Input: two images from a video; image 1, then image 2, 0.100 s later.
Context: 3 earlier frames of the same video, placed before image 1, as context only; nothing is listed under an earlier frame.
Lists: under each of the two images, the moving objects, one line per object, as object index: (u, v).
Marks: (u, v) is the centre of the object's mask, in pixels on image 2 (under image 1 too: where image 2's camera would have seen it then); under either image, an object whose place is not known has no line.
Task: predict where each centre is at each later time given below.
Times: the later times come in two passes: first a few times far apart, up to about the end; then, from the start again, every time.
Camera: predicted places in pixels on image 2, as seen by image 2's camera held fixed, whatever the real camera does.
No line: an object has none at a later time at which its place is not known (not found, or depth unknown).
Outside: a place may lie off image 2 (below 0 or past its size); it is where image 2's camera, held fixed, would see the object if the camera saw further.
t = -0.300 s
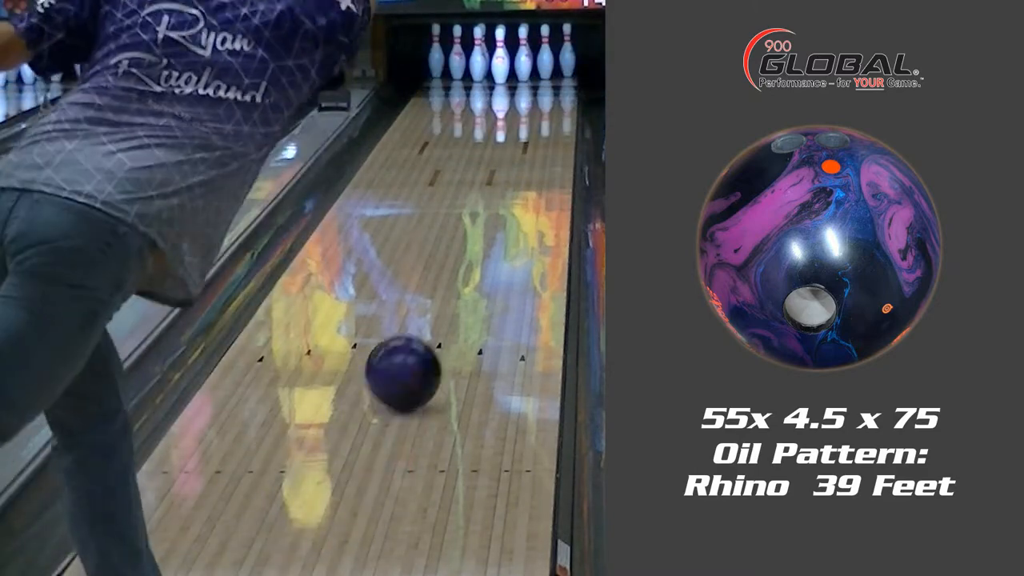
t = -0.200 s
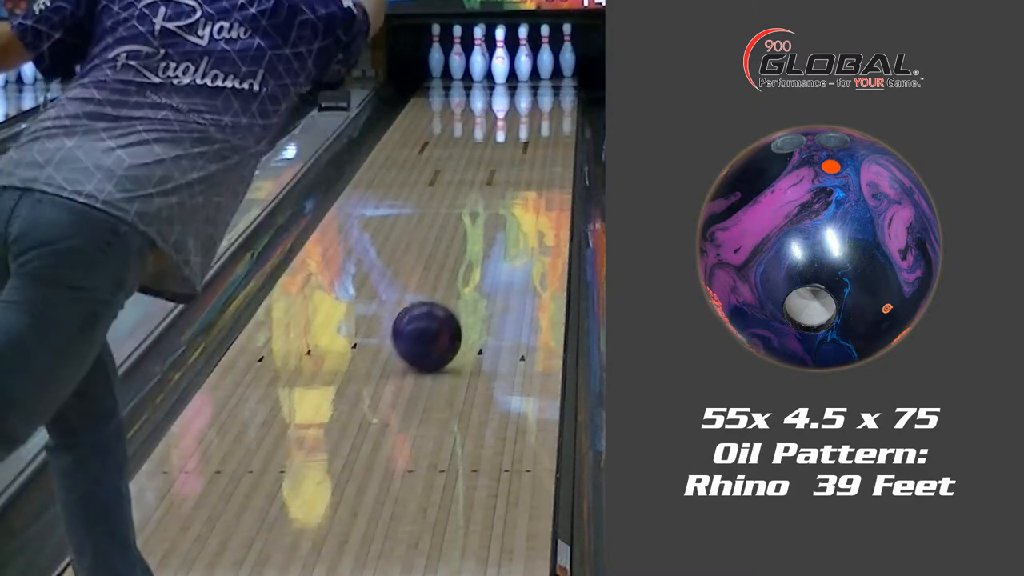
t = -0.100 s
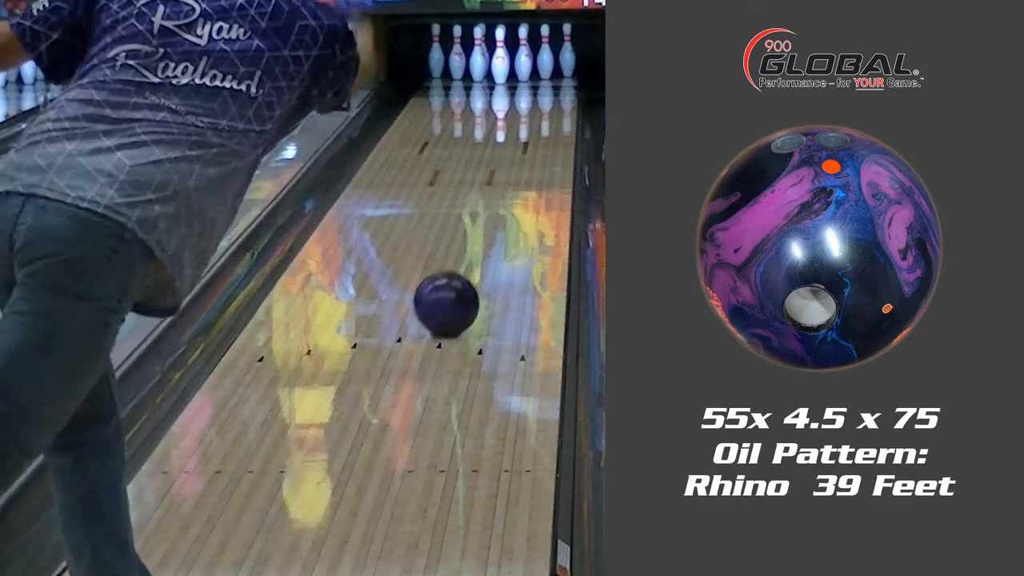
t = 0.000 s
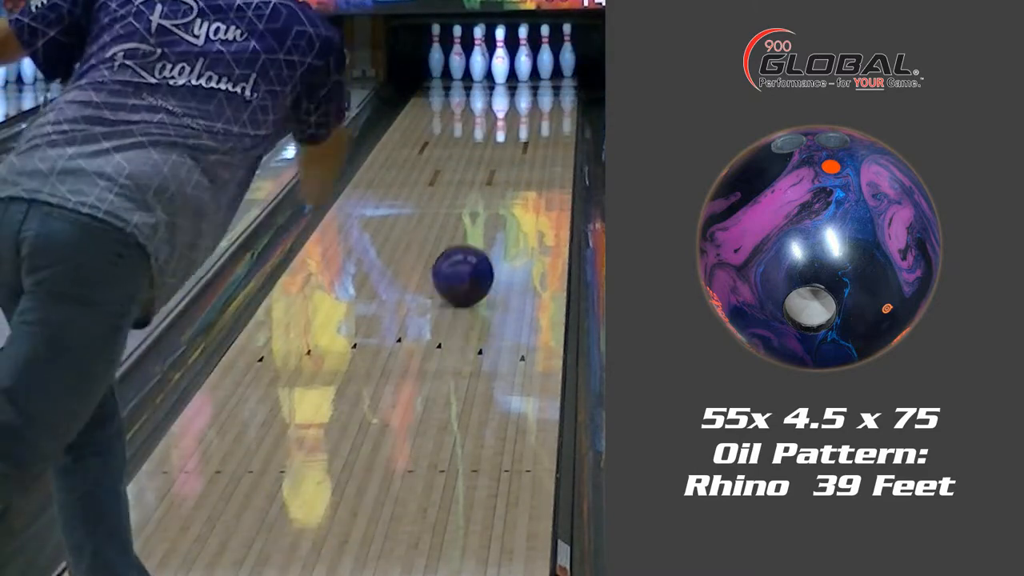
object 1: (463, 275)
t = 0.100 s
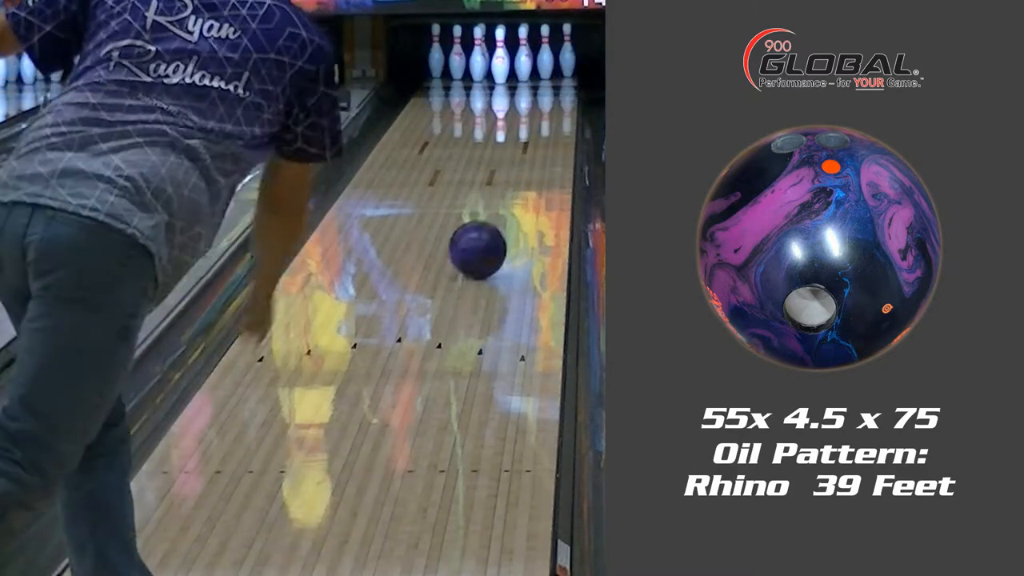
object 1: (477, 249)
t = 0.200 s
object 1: (489, 228)
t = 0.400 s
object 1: (509, 190)
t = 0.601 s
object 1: (524, 160)
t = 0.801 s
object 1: (535, 134)
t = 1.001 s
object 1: (538, 114)
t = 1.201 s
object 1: (537, 98)
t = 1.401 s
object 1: (530, 82)
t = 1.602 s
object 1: (518, 70)
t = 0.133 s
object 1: (481, 242)
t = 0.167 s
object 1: (485, 234)
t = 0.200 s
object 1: (489, 228)
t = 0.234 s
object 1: (493, 221)
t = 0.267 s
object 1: (497, 214)
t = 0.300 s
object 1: (500, 208)
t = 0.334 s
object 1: (503, 202)
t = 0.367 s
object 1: (506, 196)
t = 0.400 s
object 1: (509, 190)
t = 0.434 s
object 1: (512, 185)
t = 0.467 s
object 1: (515, 179)
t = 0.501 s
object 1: (517, 174)
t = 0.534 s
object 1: (520, 169)
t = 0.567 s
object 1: (522, 164)
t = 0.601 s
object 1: (524, 160)
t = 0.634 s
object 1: (526, 155)
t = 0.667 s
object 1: (528, 151)
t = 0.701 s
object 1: (530, 147)
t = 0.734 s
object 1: (532, 142)
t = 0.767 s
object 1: (533, 138)
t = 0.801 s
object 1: (535, 134)
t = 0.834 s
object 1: (536, 130)
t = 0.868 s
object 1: (537, 127)
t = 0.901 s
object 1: (537, 123)
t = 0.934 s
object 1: (538, 120)
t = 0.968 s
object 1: (538, 117)
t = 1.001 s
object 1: (538, 114)
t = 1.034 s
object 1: (539, 111)
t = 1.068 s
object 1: (538, 108)
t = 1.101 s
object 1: (539, 105)
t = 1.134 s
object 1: (538, 102)
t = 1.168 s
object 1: (537, 100)
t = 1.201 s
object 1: (537, 98)
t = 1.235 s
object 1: (536, 94)
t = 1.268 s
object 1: (535, 92)
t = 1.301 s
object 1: (534, 89)
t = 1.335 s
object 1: (533, 87)
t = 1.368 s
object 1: (531, 85)
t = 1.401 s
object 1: (530, 82)
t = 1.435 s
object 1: (529, 80)
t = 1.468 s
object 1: (526, 78)
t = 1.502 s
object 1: (525, 77)
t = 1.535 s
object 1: (523, 75)
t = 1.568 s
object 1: (520, 73)
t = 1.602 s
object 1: (518, 70)
